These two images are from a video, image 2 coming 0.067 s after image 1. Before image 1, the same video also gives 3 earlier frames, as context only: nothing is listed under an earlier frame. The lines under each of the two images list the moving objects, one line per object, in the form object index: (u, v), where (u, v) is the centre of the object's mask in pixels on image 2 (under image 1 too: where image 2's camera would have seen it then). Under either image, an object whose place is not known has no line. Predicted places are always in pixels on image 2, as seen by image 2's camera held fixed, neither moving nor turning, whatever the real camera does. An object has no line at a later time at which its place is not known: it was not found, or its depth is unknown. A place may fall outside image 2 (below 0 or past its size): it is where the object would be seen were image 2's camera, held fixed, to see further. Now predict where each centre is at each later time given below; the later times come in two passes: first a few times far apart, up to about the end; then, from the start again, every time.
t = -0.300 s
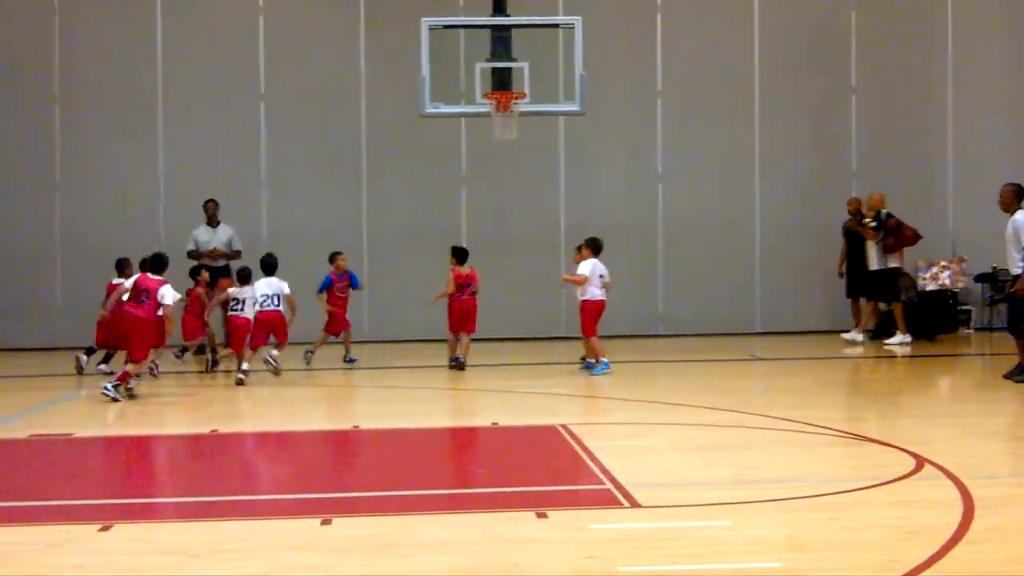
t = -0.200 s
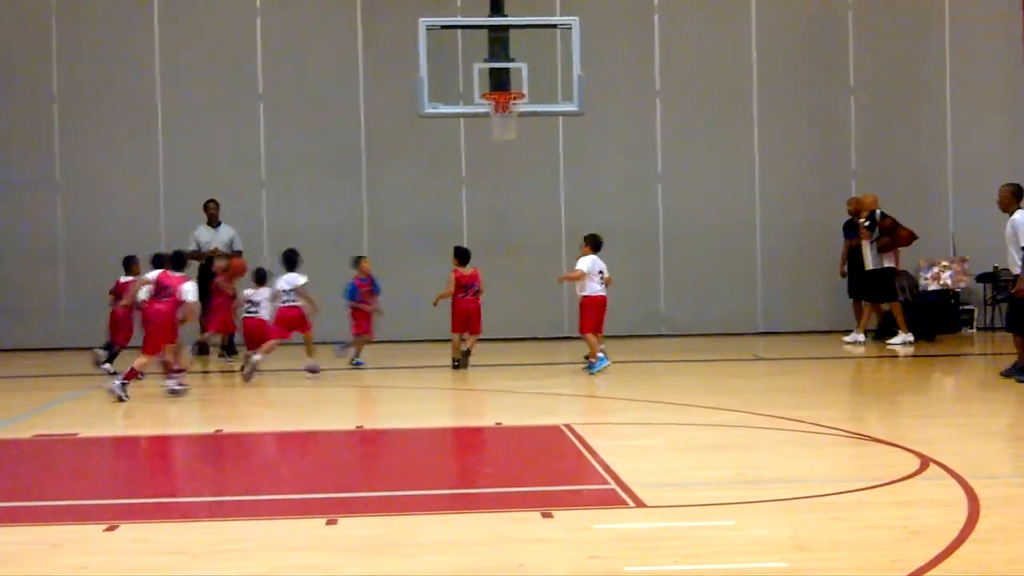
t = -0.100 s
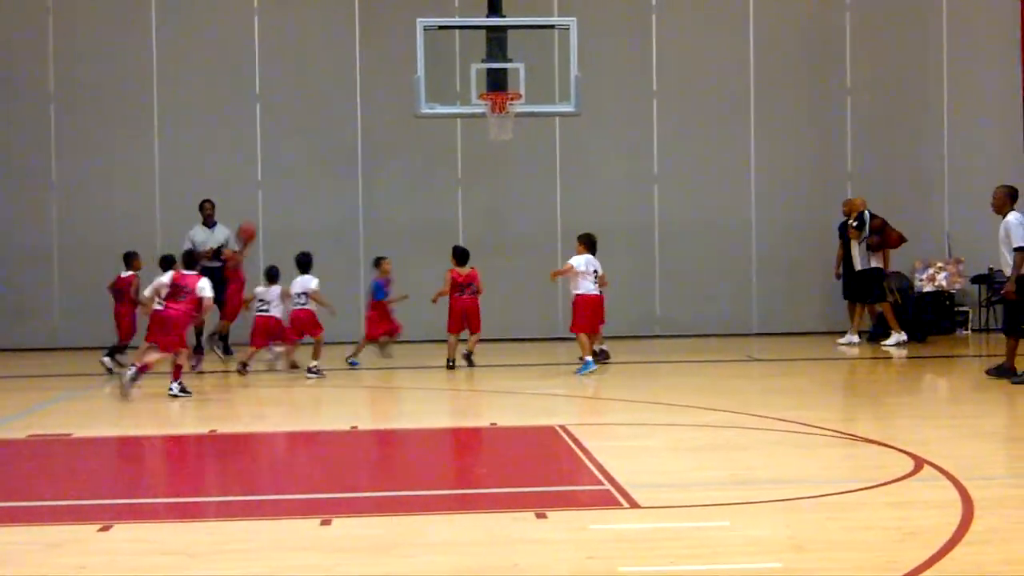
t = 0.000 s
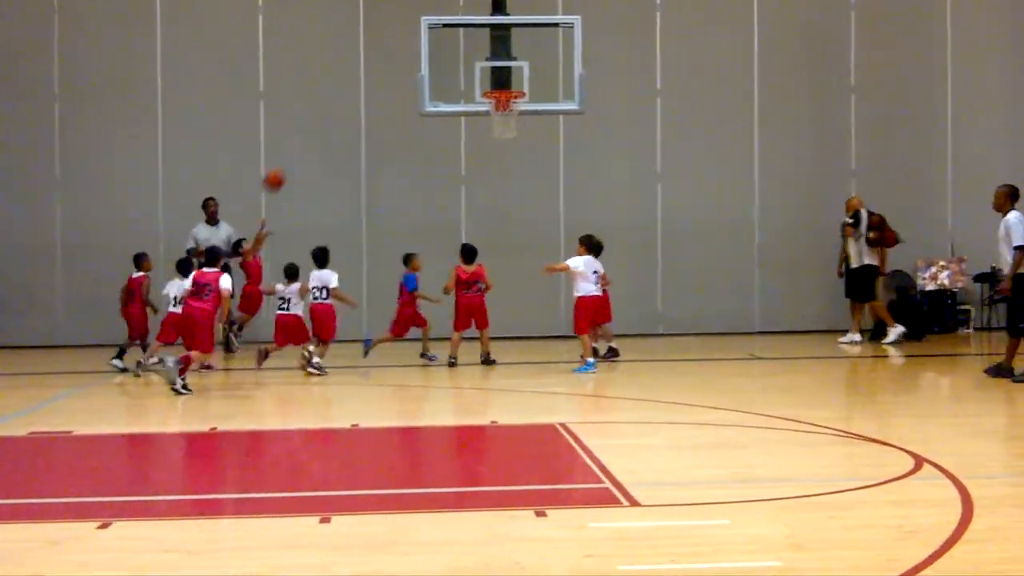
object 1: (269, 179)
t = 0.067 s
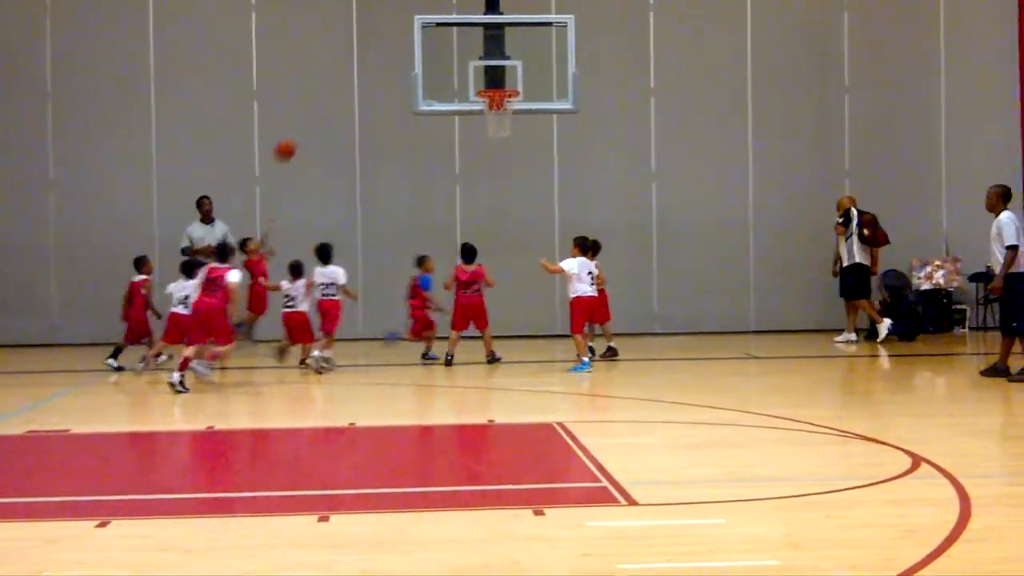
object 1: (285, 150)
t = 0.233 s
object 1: (327, 92)
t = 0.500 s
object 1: (394, 47)
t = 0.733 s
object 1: (459, 61)
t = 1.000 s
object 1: (506, 72)
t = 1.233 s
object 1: (537, 97)
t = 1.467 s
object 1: (569, 170)
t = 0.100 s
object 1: (294, 136)
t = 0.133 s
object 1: (303, 124)
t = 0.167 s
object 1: (312, 113)
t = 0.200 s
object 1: (320, 102)
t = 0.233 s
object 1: (327, 92)
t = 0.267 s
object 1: (336, 83)
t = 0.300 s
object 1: (345, 75)
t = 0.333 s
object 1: (353, 68)
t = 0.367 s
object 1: (361, 62)
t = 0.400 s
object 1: (370, 56)
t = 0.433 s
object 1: (381, 53)
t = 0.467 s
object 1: (387, 49)
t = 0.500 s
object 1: (394, 47)
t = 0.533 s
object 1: (403, 46)
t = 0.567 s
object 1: (414, 46)
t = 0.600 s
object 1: (423, 48)
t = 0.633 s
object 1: (432, 50)
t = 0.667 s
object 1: (441, 52)
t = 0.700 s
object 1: (450, 56)
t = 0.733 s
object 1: (459, 61)
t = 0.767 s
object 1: (468, 66)
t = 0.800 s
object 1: (476, 72)
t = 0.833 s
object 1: (485, 80)
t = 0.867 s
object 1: (490, 78)
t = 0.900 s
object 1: (494, 77)
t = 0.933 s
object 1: (498, 74)
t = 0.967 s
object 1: (501, 73)
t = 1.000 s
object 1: (506, 72)
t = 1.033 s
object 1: (511, 73)
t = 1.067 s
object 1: (515, 75)
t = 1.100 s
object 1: (519, 77)
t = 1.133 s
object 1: (524, 81)
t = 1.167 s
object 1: (529, 85)
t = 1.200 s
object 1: (534, 91)
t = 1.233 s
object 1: (537, 97)
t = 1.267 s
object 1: (541, 105)
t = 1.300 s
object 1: (547, 114)
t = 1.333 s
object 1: (551, 123)
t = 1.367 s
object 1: (555, 133)
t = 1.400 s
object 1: (559, 145)
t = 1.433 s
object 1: (564, 157)
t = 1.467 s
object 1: (569, 170)
